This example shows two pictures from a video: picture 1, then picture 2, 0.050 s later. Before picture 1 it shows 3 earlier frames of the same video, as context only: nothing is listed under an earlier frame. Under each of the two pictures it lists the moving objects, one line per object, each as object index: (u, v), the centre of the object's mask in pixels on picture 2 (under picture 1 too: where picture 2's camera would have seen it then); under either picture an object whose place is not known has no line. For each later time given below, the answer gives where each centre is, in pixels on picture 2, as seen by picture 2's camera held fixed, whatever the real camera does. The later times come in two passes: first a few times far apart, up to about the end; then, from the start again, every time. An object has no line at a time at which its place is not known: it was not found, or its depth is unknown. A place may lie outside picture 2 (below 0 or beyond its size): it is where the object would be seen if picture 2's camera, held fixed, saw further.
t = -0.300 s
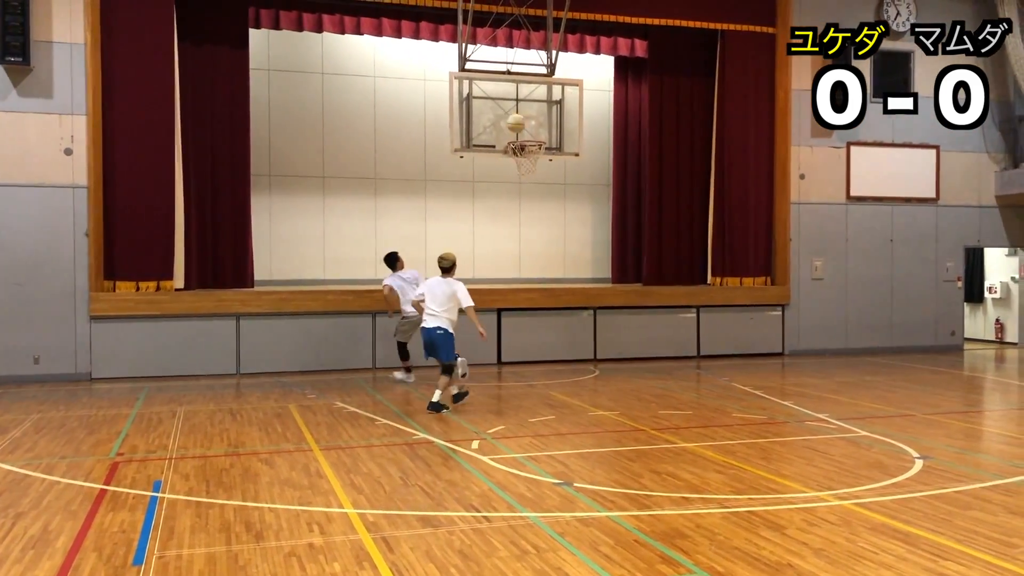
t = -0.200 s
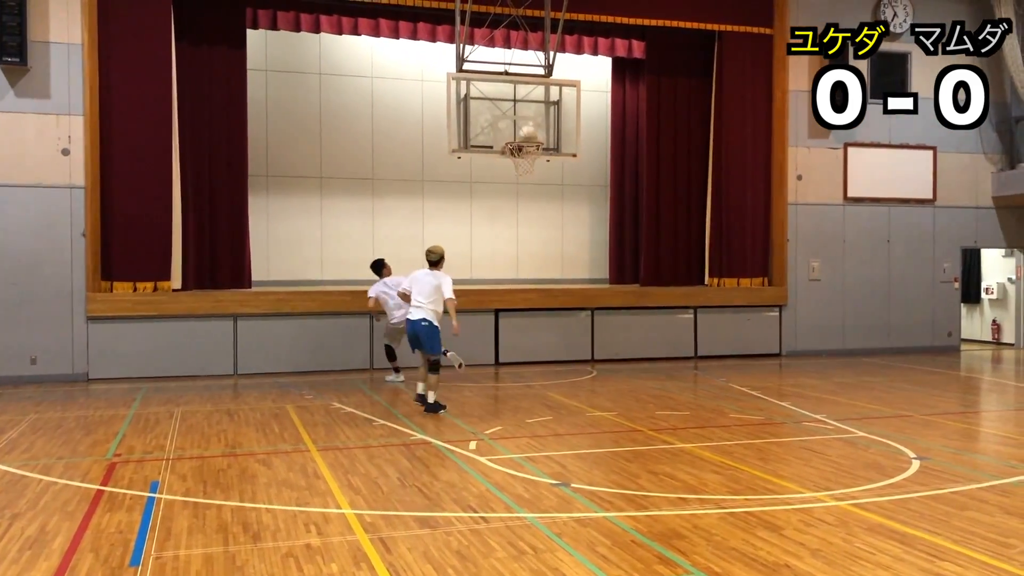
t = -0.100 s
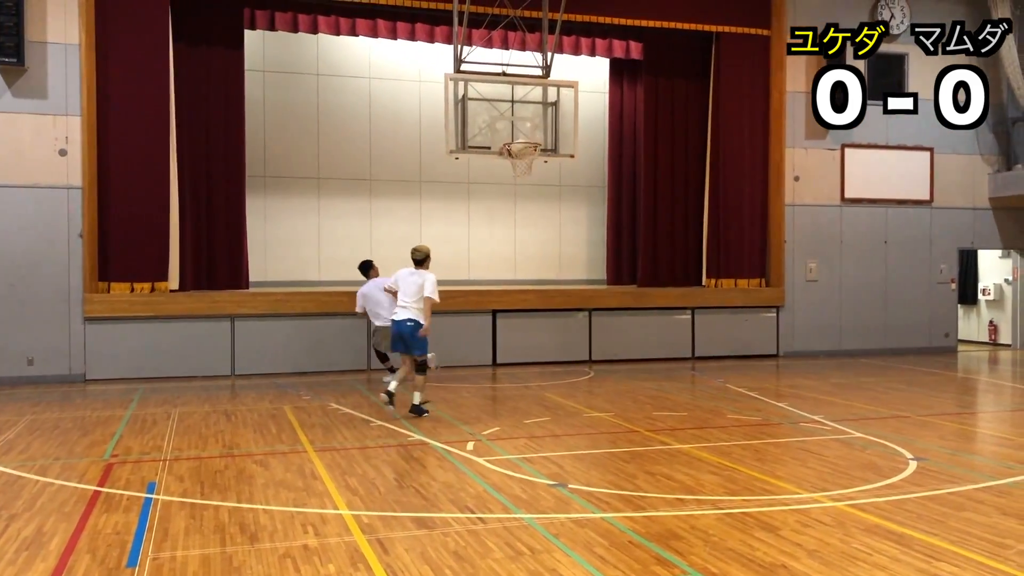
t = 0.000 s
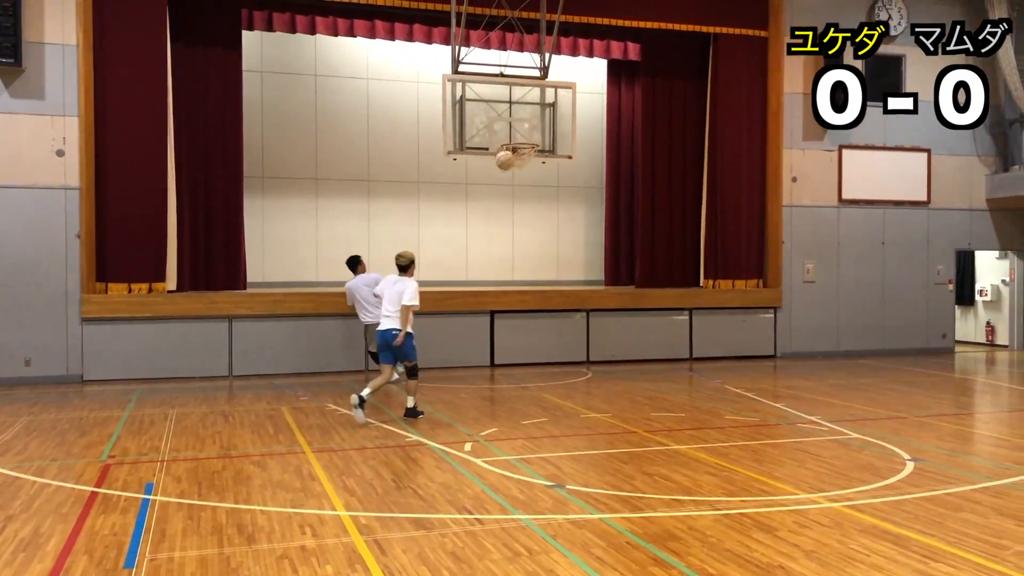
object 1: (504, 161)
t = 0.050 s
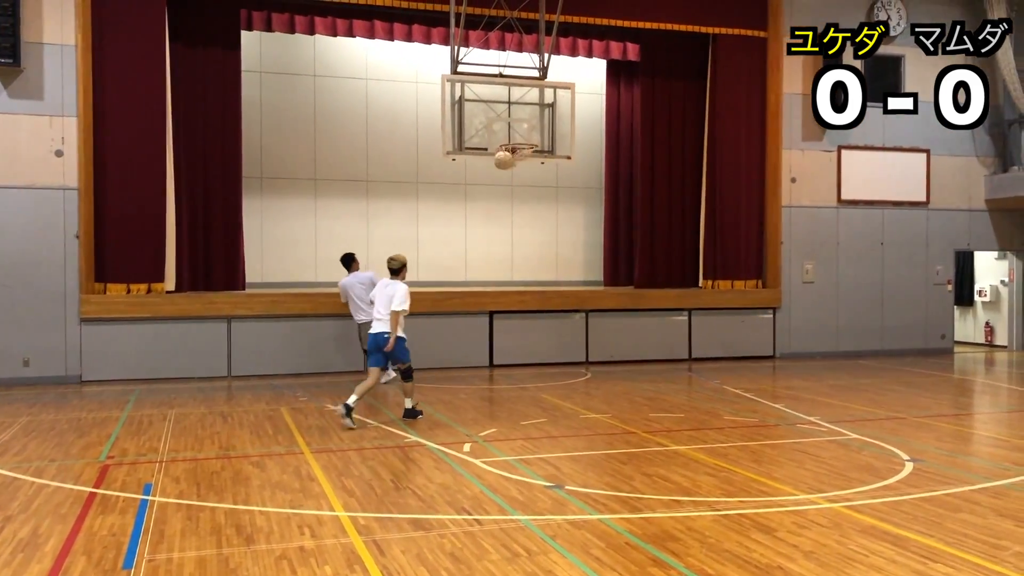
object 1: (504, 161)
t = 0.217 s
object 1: (514, 168)
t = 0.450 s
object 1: (532, 208)
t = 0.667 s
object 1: (548, 281)
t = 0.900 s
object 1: (566, 367)
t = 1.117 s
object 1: (577, 307)
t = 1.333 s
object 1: (590, 280)
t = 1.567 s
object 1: (602, 290)
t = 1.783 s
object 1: (614, 338)
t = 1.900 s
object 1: (621, 379)
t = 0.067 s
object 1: (504, 161)
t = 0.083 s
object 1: (505, 161)
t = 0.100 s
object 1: (506, 161)
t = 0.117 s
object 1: (507, 162)
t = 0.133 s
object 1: (507, 162)
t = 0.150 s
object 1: (508, 163)
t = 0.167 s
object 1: (509, 164)
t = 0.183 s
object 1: (510, 165)
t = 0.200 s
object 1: (512, 167)
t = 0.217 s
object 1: (514, 168)
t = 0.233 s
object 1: (515, 170)
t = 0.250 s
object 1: (515, 171)
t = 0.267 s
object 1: (517, 172)
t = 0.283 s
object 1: (518, 176)
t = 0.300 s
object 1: (519, 178)
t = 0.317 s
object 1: (520, 180)
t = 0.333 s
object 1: (521, 183)
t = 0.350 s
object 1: (523, 186)
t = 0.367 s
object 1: (524, 189)
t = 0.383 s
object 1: (526, 192)
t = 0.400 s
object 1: (527, 196)
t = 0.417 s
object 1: (529, 200)
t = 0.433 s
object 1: (530, 204)
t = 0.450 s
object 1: (532, 208)
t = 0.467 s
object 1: (533, 213)
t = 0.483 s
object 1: (534, 217)
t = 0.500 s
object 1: (535, 221)
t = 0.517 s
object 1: (537, 227)
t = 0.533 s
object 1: (538, 231)
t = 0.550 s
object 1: (539, 237)
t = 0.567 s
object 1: (541, 243)
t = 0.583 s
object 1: (542, 249)
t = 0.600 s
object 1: (543, 255)
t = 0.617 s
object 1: (545, 261)
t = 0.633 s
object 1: (546, 268)
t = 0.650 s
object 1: (547, 274)
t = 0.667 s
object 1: (548, 281)
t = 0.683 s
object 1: (550, 288)
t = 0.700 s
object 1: (551, 295)
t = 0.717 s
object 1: (552, 302)
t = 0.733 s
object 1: (554, 310)
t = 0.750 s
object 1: (555, 317)
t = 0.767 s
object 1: (556, 326)
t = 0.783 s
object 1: (557, 334)
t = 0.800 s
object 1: (559, 342)
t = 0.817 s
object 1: (560, 351)
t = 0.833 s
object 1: (562, 360)
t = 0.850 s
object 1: (563, 369)
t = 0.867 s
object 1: (564, 377)
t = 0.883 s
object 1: (565, 373)
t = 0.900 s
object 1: (566, 367)
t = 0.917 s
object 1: (567, 362)
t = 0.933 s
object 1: (568, 356)
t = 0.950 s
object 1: (568, 350)
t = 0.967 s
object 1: (569, 345)
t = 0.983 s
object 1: (570, 340)
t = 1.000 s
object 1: (571, 335)
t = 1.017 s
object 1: (572, 330)
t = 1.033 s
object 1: (573, 325)
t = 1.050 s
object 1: (574, 321)
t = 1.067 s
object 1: (575, 317)
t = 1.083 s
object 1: (575, 313)
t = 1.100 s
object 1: (576, 309)
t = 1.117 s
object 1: (577, 307)
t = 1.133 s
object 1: (578, 303)
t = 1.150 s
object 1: (579, 300)
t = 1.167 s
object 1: (580, 297)
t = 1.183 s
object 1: (581, 294)
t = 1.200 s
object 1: (582, 292)
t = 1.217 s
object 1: (583, 289)
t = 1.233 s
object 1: (584, 287)
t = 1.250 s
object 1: (585, 286)
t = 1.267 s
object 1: (586, 284)
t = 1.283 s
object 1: (587, 282)
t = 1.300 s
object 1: (588, 281)
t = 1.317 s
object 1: (589, 280)
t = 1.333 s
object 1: (590, 280)
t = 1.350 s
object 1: (591, 279)
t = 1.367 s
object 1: (591, 278)
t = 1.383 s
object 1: (593, 278)
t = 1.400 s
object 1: (593, 278)
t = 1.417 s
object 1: (594, 279)
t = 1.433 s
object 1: (595, 279)
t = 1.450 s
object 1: (596, 280)
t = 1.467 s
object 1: (597, 281)
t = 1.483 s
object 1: (598, 282)
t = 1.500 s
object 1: (599, 283)
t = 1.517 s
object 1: (599, 285)
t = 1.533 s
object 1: (601, 286)
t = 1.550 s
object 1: (601, 288)
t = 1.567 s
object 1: (602, 290)
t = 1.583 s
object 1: (603, 293)
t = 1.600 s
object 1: (604, 295)
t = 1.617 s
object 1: (605, 298)
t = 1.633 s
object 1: (606, 302)
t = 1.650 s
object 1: (607, 305)
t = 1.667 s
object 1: (608, 308)
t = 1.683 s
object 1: (609, 312)
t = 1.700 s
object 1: (610, 316)
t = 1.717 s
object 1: (611, 320)
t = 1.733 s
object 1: (612, 324)
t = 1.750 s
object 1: (612, 328)
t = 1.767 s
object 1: (613, 333)
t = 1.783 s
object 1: (614, 338)
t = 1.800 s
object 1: (615, 343)
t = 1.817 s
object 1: (616, 348)
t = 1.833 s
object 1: (617, 355)
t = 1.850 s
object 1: (618, 360)
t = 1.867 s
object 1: (619, 366)
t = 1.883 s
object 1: (620, 372)
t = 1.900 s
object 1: (621, 379)
